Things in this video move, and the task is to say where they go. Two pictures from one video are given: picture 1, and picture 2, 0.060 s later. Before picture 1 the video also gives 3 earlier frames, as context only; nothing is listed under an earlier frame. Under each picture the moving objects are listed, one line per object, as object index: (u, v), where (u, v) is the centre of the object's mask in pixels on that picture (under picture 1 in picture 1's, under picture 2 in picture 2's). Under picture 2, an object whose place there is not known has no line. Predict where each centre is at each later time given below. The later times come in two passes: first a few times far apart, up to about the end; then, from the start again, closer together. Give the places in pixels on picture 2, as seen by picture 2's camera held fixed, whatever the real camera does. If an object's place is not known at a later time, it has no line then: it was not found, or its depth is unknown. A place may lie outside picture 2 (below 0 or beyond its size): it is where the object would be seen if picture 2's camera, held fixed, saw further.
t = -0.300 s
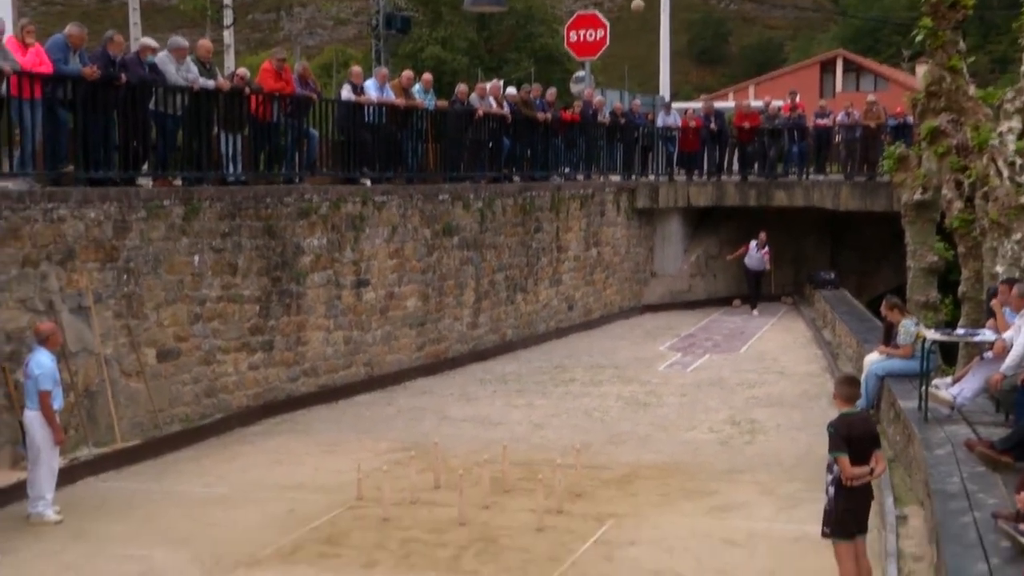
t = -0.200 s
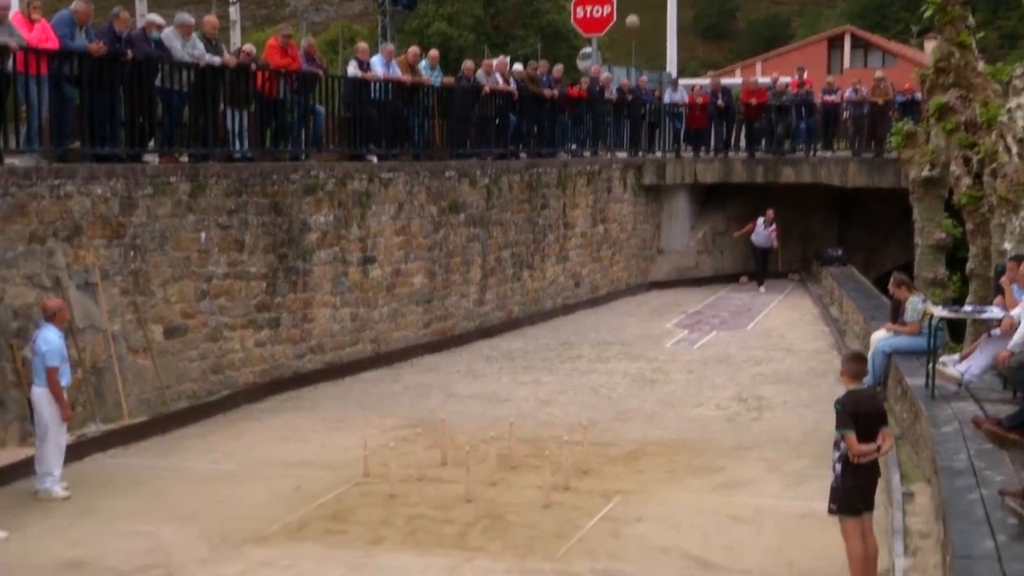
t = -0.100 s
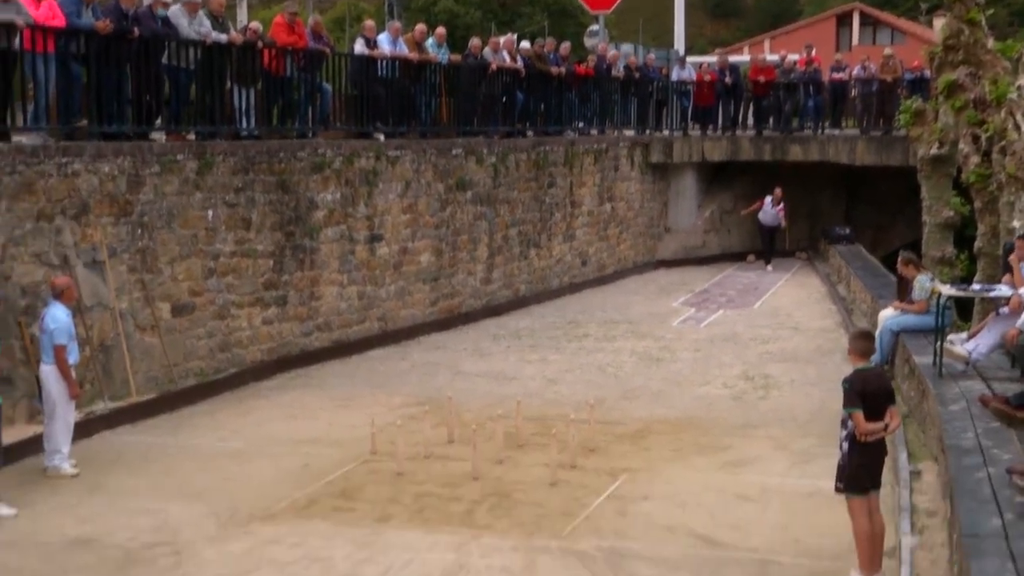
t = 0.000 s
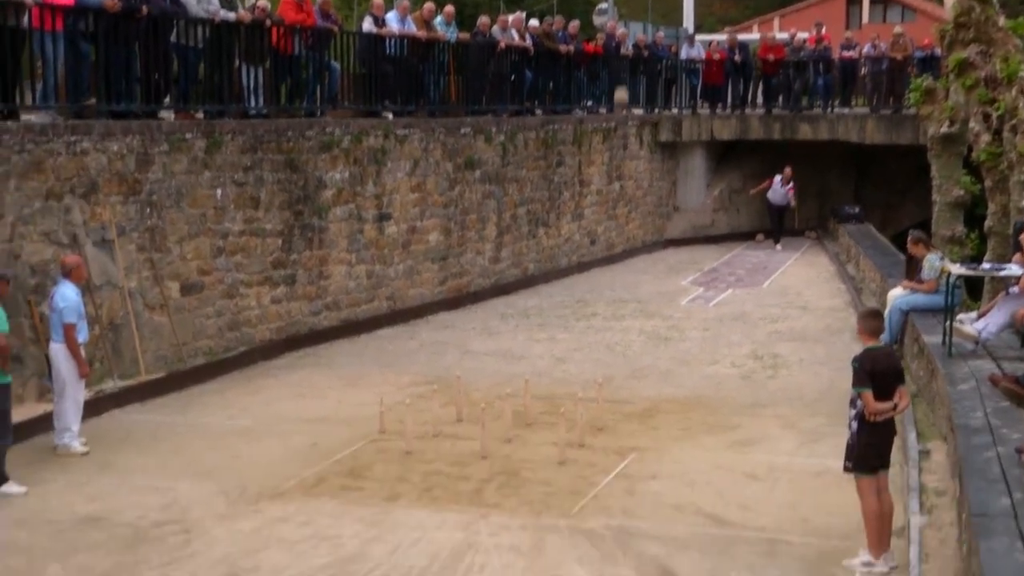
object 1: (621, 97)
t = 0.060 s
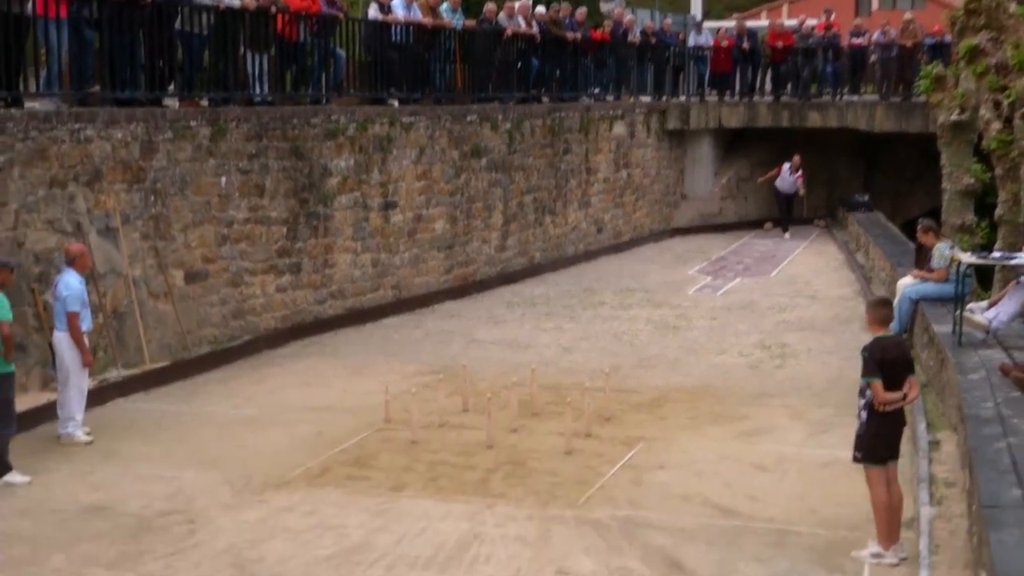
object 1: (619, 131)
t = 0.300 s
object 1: (577, 392)
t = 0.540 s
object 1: (534, 391)
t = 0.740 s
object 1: (514, 416)
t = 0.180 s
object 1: (600, 241)
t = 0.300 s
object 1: (577, 392)
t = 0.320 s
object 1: (574, 395)
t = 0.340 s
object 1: (570, 393)
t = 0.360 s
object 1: (565, 392)
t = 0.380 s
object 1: (561, 392)
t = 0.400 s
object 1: (558, 392)
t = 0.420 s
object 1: (553, 391)
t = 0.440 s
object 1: (548, 391)
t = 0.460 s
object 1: (544, 391)
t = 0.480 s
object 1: (542, 391)
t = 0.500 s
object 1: (539, 390)
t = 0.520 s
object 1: (537, 392)
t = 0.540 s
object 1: (534, 391)
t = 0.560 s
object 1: (531, 392)
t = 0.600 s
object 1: (526, 398)
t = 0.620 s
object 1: (524, 400)
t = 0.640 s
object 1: (523, 403)
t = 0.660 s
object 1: (521, 406)
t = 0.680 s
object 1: (518, 407)
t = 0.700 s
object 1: (516, 410)
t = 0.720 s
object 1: (515, 413)
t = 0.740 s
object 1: (514, 416)
